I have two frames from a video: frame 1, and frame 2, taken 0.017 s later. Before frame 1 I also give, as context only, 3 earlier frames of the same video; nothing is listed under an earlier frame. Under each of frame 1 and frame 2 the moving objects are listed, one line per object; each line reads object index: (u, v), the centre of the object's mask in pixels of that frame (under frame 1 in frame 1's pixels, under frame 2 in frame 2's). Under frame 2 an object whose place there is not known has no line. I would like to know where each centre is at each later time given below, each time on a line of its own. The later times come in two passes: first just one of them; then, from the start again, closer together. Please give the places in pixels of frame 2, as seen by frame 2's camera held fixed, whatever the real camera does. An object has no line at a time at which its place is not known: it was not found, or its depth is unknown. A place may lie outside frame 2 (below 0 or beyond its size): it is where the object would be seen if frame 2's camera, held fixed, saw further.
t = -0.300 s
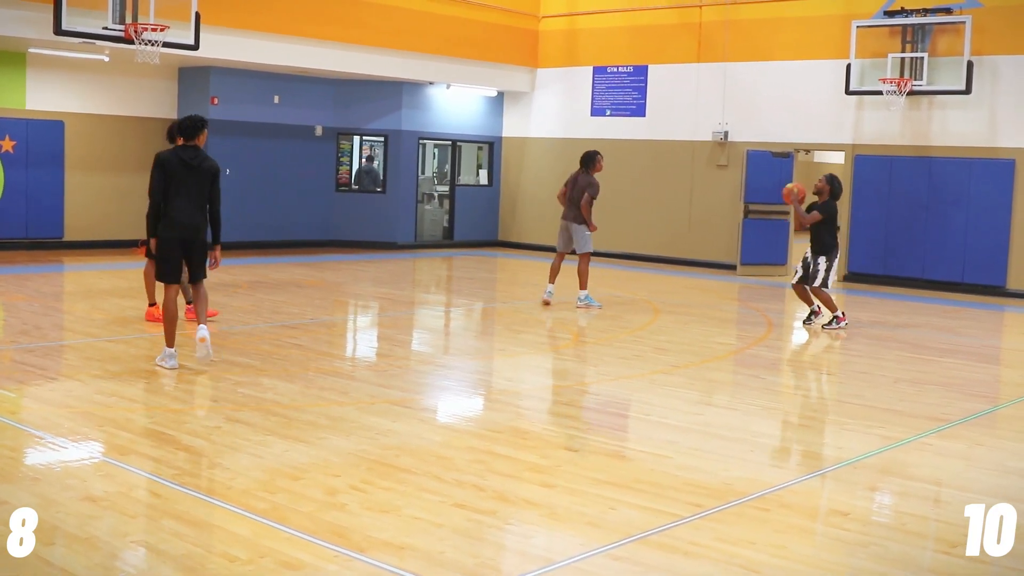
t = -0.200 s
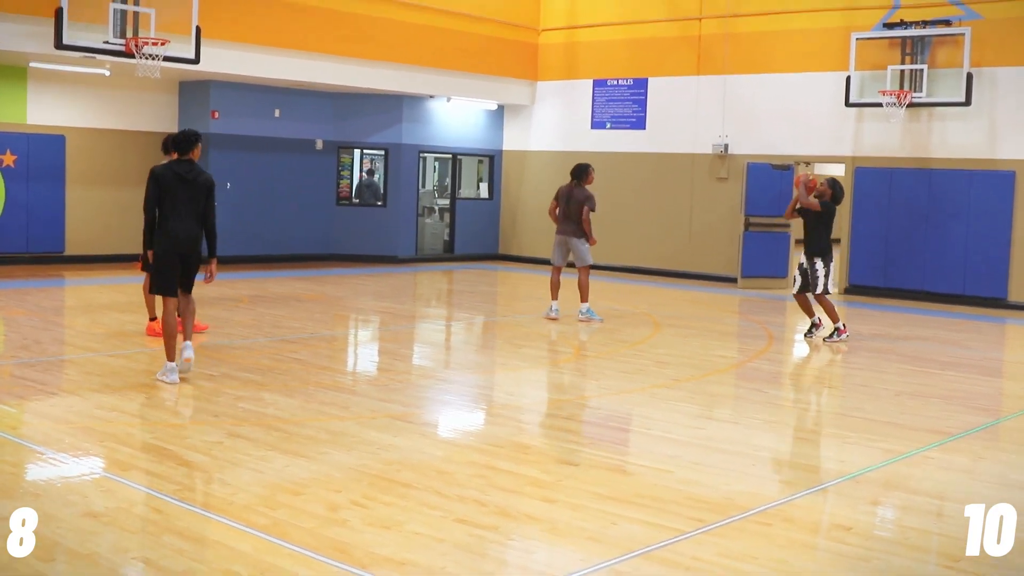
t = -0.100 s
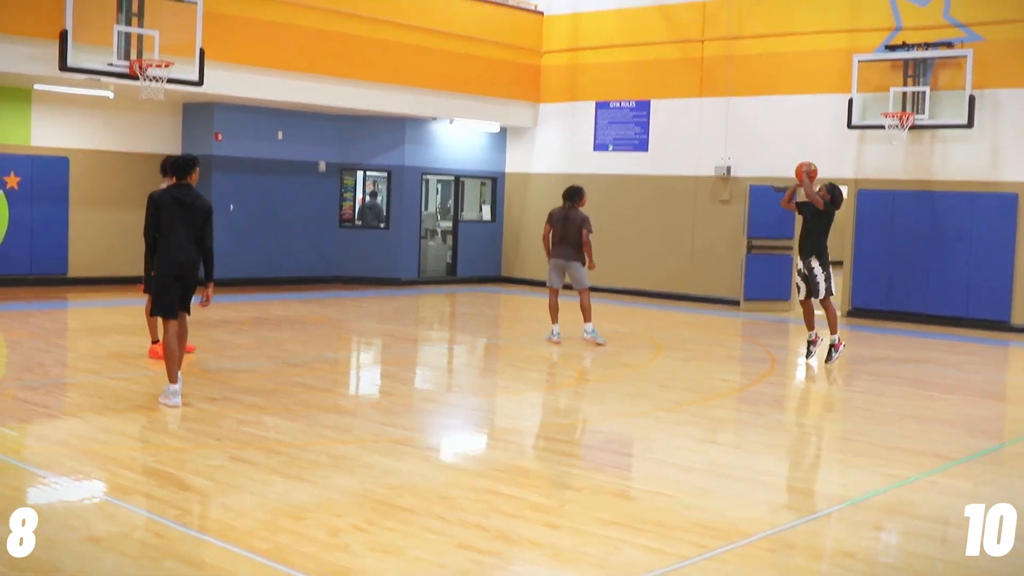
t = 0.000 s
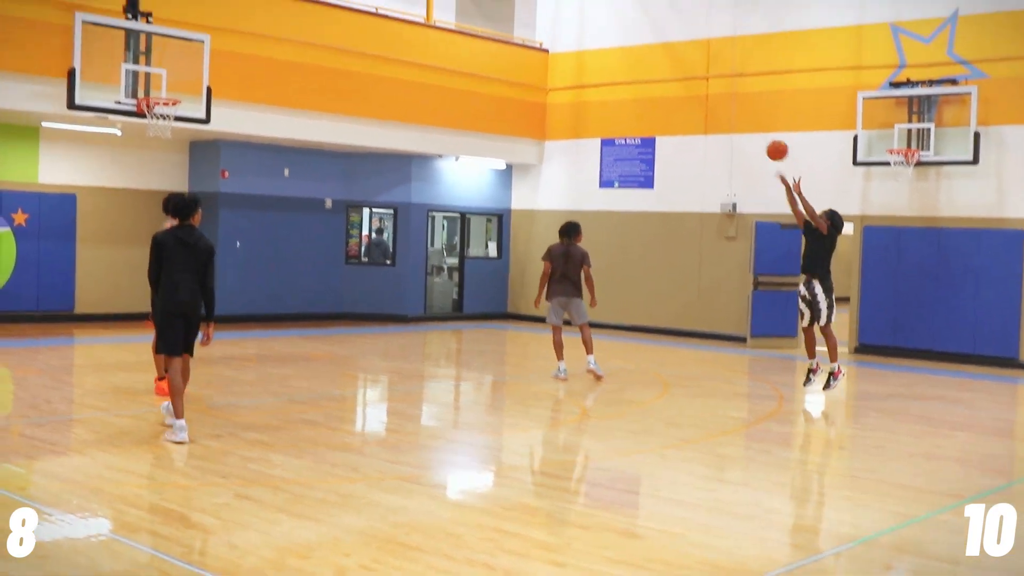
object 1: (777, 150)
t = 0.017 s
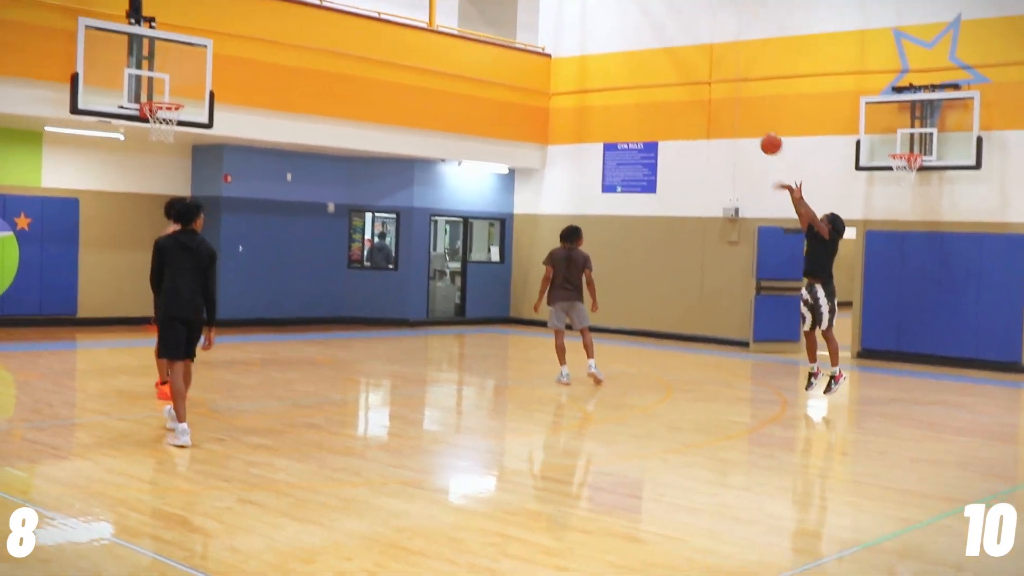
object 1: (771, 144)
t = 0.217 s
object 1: (672, 36)
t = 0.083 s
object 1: (738, 104)
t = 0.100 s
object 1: (730, 95)
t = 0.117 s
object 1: (721, 85)
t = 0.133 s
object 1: (713, 76)
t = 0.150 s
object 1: (705, 67)
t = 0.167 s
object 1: (697, 59)
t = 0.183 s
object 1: (688, 51)
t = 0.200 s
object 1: (680, 43)
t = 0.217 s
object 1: (672, 36)
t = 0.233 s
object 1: (663, 29)
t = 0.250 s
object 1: (656, 22)
